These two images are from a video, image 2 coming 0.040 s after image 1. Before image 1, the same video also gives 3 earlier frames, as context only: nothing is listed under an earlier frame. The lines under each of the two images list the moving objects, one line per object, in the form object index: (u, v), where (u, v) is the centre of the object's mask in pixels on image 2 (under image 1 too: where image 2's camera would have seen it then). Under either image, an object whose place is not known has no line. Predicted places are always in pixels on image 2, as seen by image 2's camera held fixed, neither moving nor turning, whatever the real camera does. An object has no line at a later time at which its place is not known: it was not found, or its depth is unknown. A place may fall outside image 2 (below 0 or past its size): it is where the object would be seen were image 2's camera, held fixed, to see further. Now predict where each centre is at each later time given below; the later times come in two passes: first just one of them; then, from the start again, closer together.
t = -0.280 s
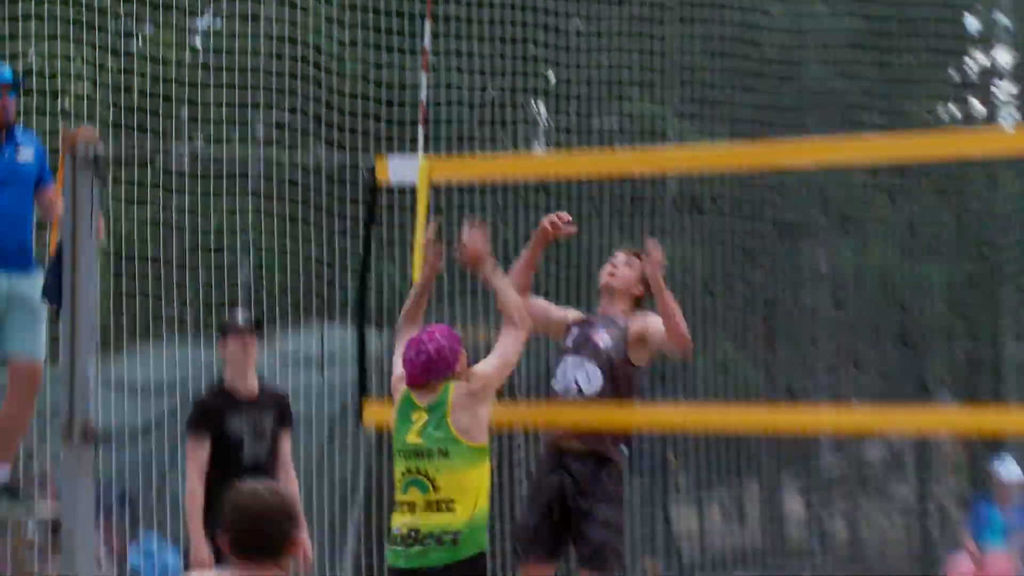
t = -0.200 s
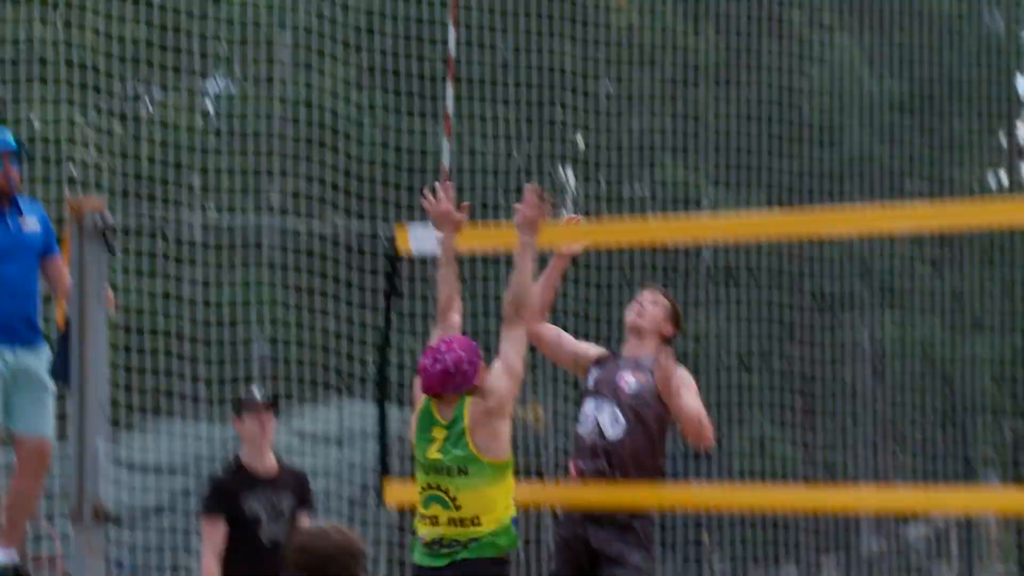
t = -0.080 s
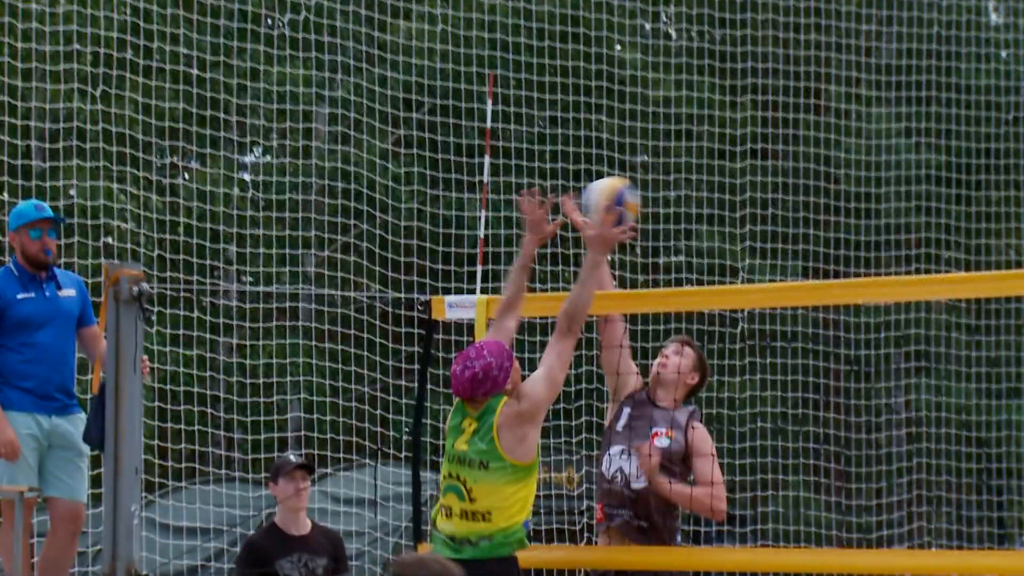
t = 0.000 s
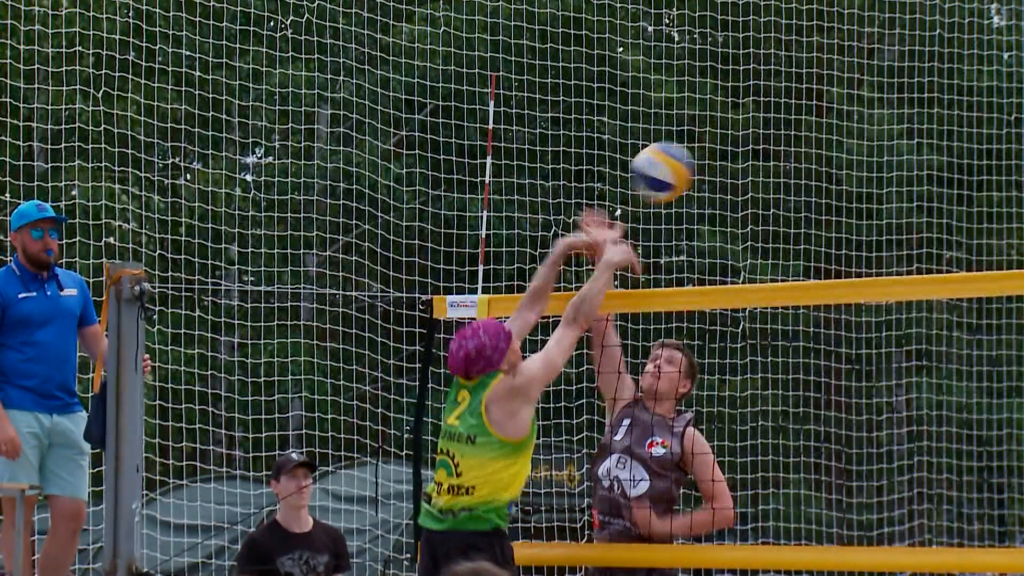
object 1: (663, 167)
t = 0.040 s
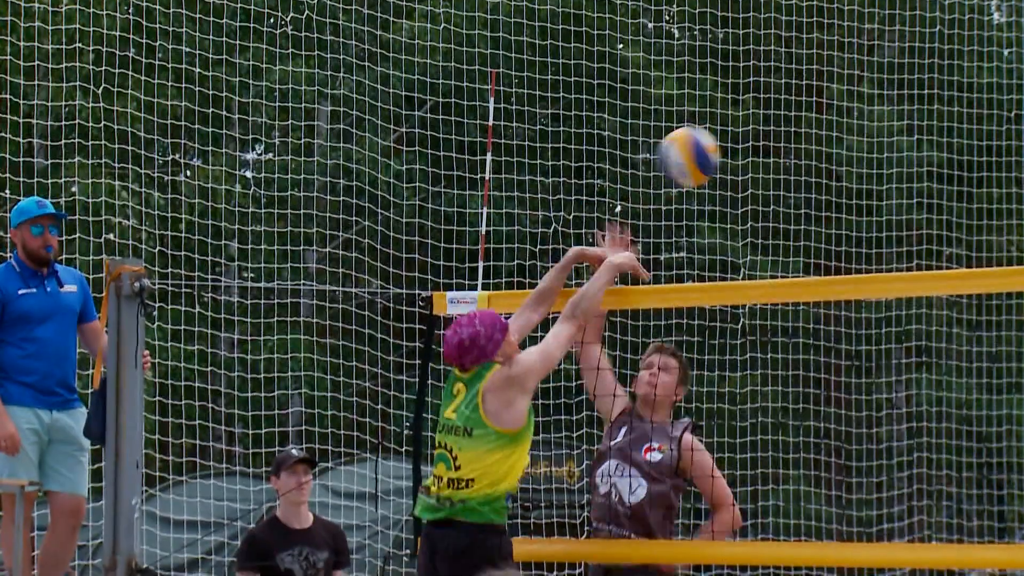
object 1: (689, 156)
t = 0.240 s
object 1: (830, 168)
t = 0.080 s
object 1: (714, 150)
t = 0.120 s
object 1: (742, 149)
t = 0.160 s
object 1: (772, 151)
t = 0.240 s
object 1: (830, 168)
